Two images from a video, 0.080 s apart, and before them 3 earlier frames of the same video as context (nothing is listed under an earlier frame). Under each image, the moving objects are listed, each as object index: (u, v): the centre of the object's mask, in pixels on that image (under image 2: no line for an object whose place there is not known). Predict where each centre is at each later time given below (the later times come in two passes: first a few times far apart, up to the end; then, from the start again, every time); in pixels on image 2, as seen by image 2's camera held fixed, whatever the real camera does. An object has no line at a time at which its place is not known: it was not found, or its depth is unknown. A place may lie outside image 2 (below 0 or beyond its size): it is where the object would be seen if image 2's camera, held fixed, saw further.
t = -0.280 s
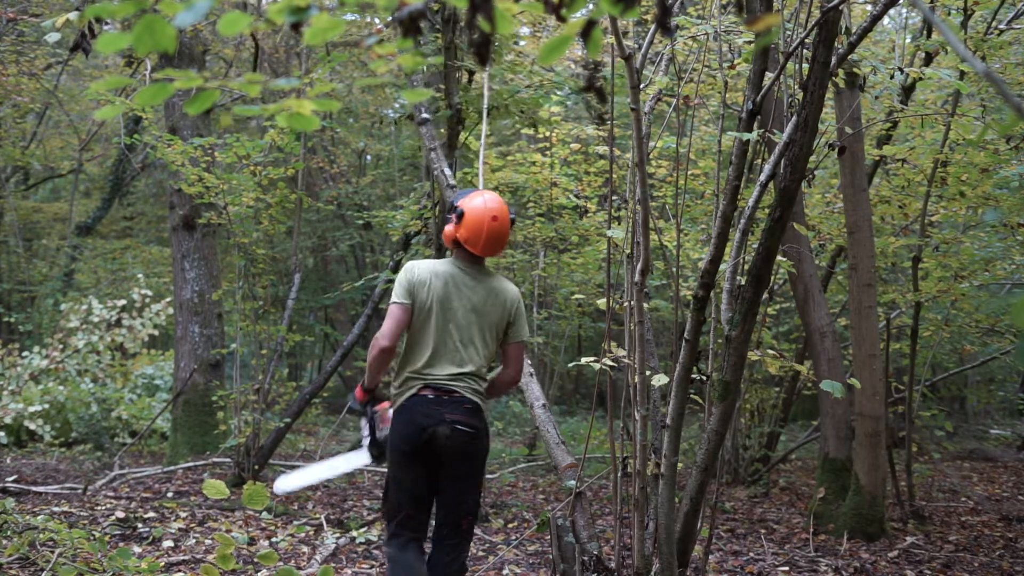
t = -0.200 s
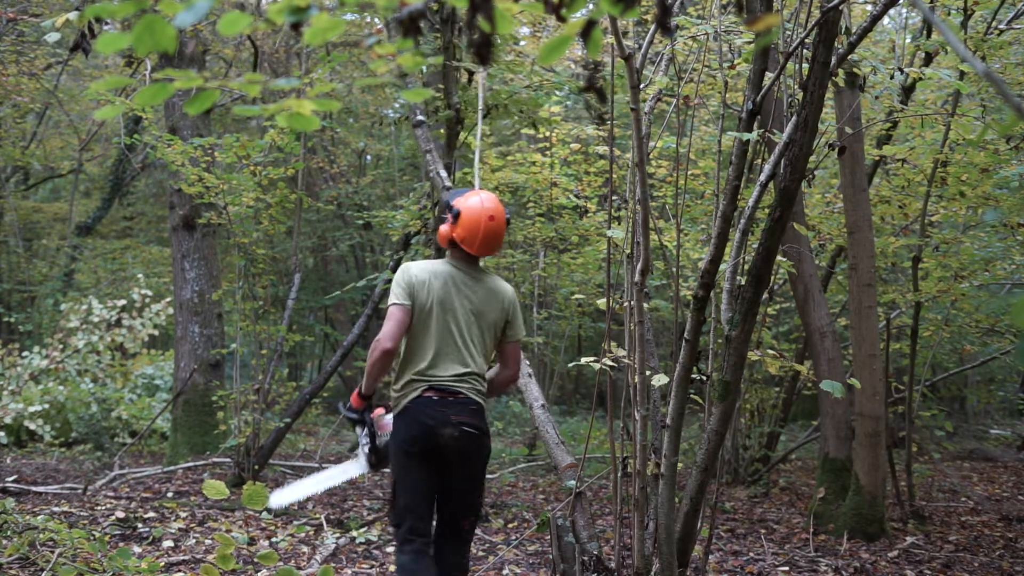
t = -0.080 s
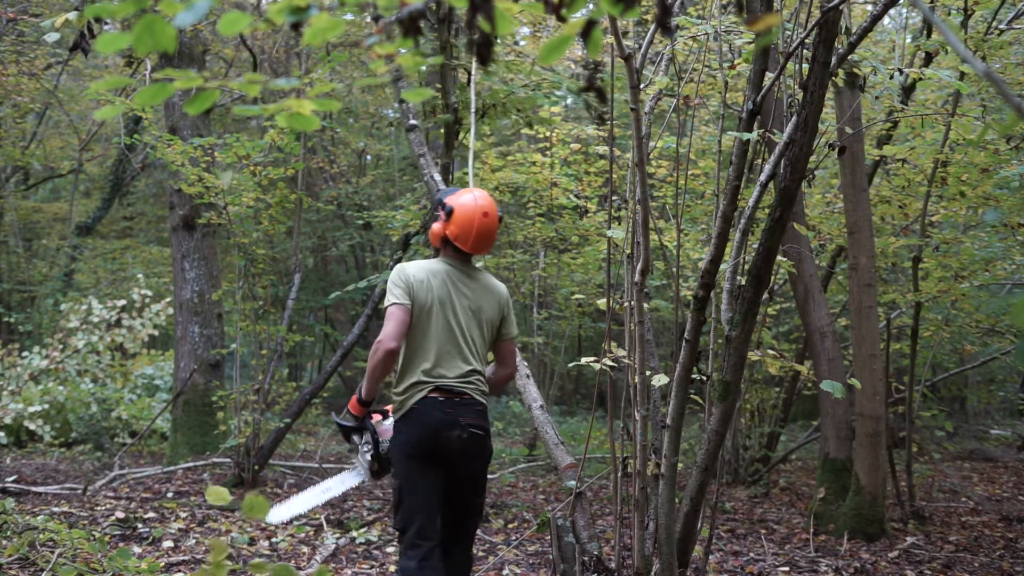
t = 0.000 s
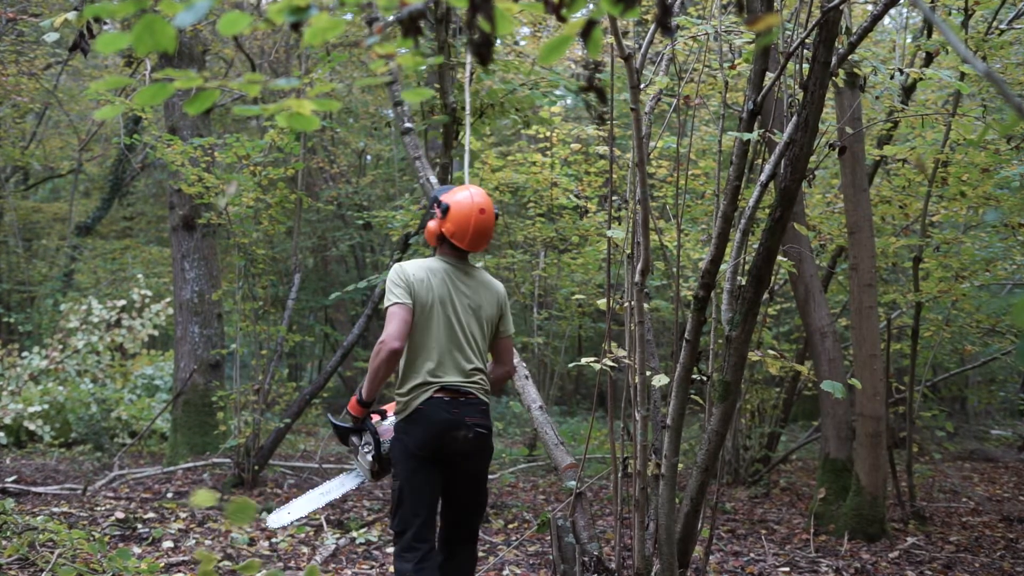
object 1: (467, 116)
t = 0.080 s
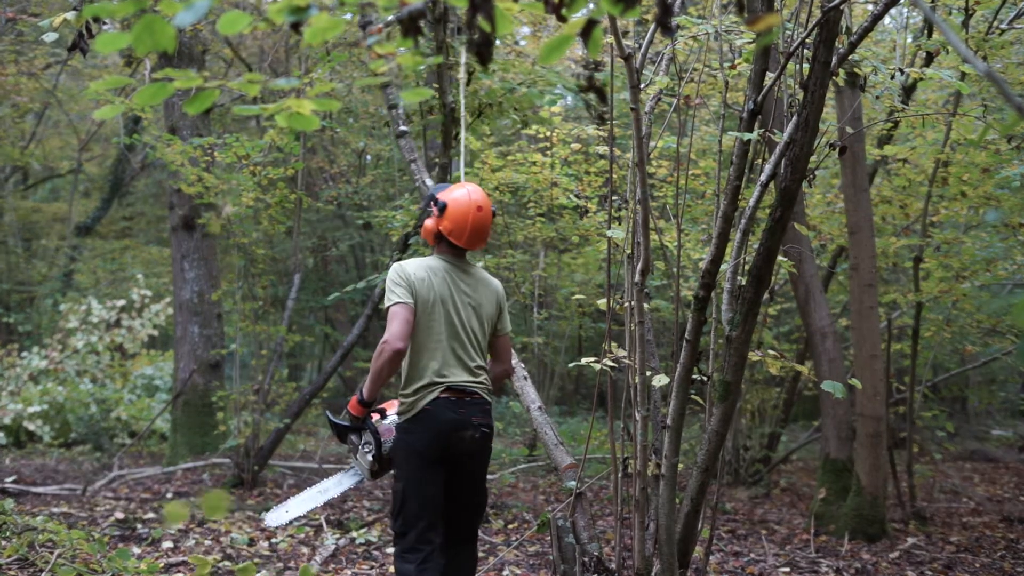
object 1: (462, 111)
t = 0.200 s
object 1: (455, 116)
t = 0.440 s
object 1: (433, 126)
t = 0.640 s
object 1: (421, 175)
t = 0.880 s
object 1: (404, 163)
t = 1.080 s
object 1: (387, 172)
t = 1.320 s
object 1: (370, 191)
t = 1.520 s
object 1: (359, 204)
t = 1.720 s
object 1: (348, 217)
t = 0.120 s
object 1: (460, 111)
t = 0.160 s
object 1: (457, 113)
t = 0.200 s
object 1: (455, 116)
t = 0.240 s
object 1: (452, 115)
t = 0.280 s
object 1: (449, 115)
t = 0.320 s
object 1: (446, 116)
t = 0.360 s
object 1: (441, 119)
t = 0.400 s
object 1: (437, 124)
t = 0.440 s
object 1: (433, 126)
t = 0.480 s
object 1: (430, 130)
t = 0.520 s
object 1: (426, 135)
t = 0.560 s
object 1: (425, 153)
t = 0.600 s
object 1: (423, 170)
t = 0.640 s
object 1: (421, 175)
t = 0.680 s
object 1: (419, 176)
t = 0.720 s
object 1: (414, 162)
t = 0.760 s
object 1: (412, 164)
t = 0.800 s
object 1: (410, 163)
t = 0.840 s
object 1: (408, 167)
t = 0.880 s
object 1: (404, 163)
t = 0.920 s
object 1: (401, 167)
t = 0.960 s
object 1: (398, 168)
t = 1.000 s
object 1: (394, 169)
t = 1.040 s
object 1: (391, 173)
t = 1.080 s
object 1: (387, 172)
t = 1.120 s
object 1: (385, 178)
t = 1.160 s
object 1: (381, 177)
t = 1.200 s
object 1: (378, 183)
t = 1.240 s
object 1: (375, 184)
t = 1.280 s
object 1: (371, 184)
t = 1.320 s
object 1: (370, 191)
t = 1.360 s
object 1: (366, 190)
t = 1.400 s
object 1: (365, 197)
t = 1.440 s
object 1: (363, 199)
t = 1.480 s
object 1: (361, 203)
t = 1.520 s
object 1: (359, 204)
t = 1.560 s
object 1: (356, 206)
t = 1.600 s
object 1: (356, 212)
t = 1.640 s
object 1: (352, 212)
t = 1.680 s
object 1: (351, 217)
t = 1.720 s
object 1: (348, 217)
